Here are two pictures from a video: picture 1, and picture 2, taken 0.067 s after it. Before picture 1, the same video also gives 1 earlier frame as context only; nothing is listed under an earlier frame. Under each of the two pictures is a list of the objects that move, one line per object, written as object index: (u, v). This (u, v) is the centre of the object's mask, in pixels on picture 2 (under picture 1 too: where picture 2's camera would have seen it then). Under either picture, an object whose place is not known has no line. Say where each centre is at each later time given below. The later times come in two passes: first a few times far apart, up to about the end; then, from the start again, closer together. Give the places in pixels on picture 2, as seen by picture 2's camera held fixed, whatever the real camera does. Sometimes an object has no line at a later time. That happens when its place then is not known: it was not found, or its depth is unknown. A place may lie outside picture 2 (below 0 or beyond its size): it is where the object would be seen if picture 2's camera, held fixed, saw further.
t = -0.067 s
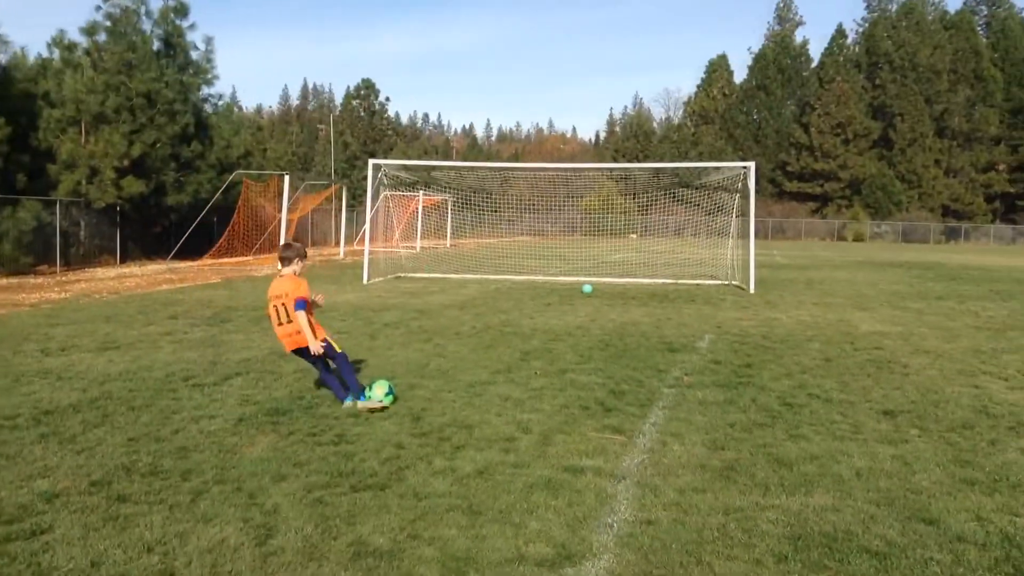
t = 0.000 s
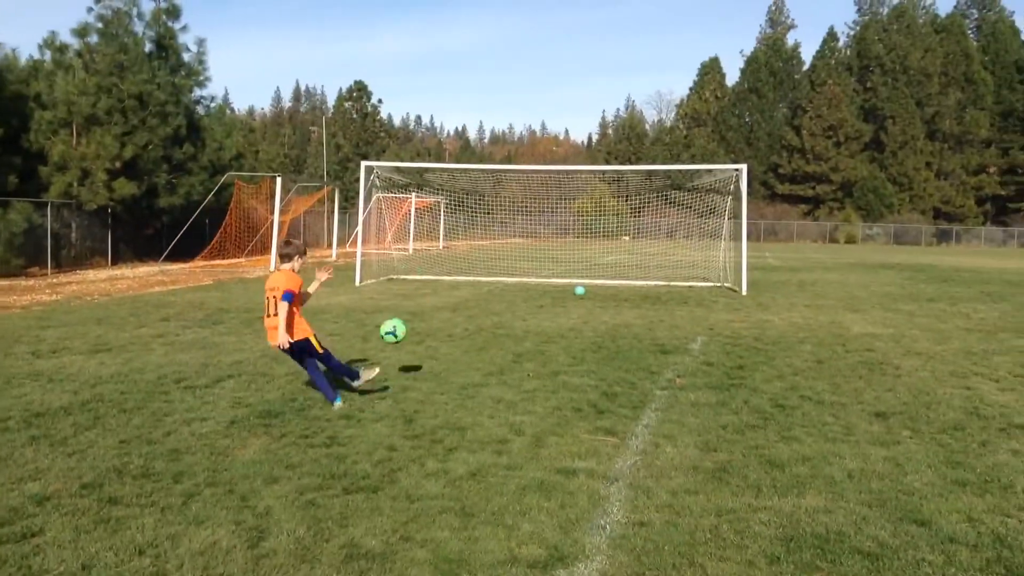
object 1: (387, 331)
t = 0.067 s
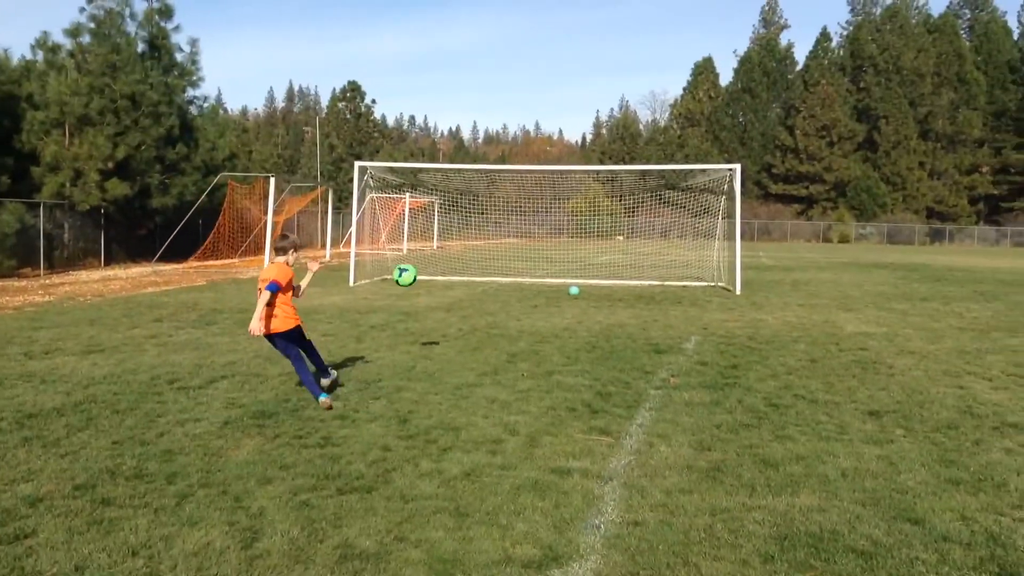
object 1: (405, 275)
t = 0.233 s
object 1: (430, 191)
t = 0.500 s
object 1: (444, 145)
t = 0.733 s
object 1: (445, 148)
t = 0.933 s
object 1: (443, 171)
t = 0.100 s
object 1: (412, 253)
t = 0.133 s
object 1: (417, 233)
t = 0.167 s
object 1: (422, 217)
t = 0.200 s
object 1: (426, 203)
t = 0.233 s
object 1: (430, 191)
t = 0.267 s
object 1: (433, 180)
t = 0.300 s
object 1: (435, 172)
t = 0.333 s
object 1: (437, 164)
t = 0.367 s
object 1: (439, 158)
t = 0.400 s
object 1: (441, 153)
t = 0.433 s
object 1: (442, 150)
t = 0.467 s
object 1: (443, 146)
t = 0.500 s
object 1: (444, 145)
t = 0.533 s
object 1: (444, 143)
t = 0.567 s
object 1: (445, 143)
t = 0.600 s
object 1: (445, 143)
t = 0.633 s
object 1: (445, 143)
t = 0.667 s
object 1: (445, 145)
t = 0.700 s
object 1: (446, 146)
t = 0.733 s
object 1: (445, 148)
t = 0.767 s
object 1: (446, 151)
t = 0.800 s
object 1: (445, 154)
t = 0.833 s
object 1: (445, 158)
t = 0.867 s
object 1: (444, 160)
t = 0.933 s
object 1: (443, 171)
